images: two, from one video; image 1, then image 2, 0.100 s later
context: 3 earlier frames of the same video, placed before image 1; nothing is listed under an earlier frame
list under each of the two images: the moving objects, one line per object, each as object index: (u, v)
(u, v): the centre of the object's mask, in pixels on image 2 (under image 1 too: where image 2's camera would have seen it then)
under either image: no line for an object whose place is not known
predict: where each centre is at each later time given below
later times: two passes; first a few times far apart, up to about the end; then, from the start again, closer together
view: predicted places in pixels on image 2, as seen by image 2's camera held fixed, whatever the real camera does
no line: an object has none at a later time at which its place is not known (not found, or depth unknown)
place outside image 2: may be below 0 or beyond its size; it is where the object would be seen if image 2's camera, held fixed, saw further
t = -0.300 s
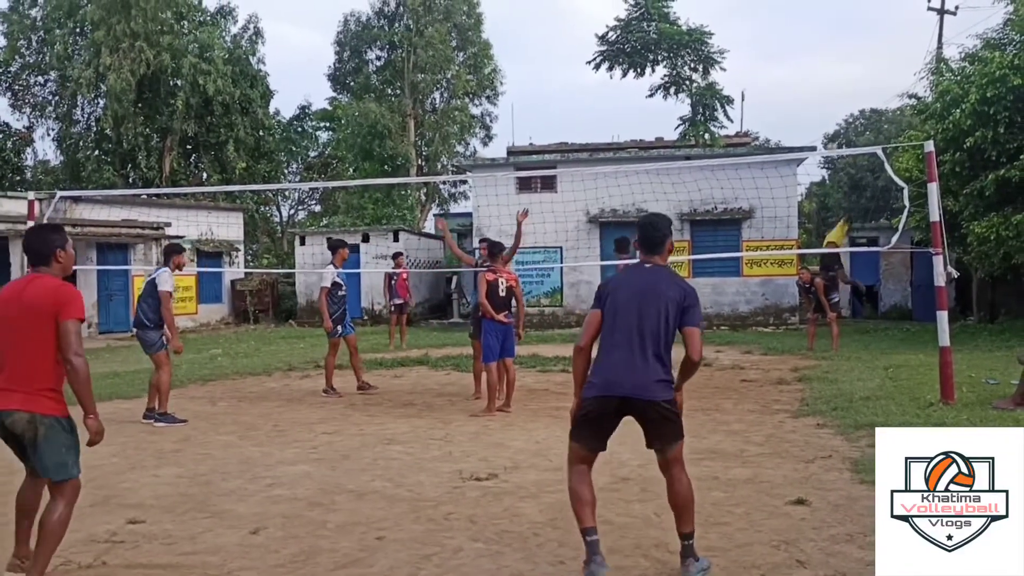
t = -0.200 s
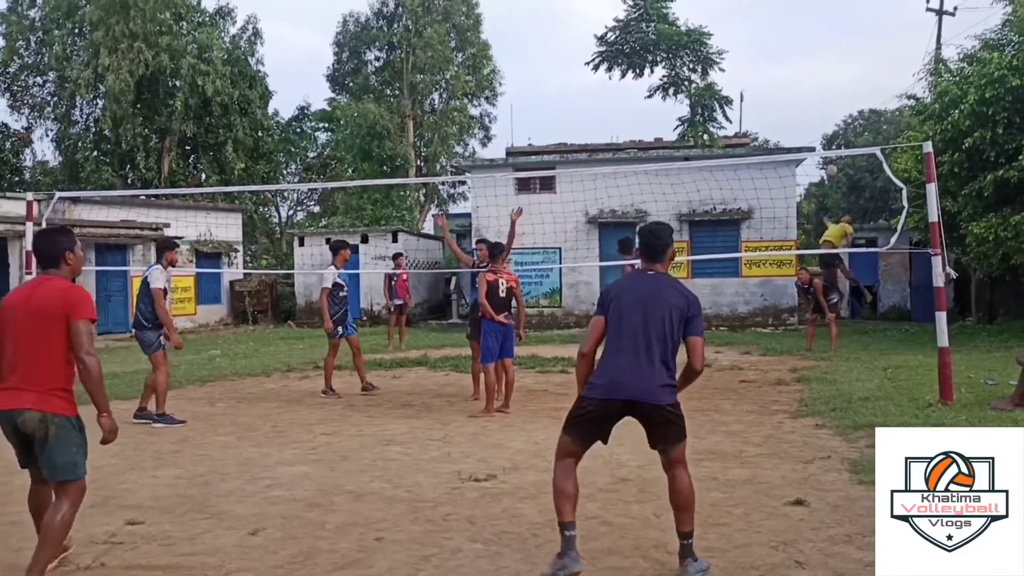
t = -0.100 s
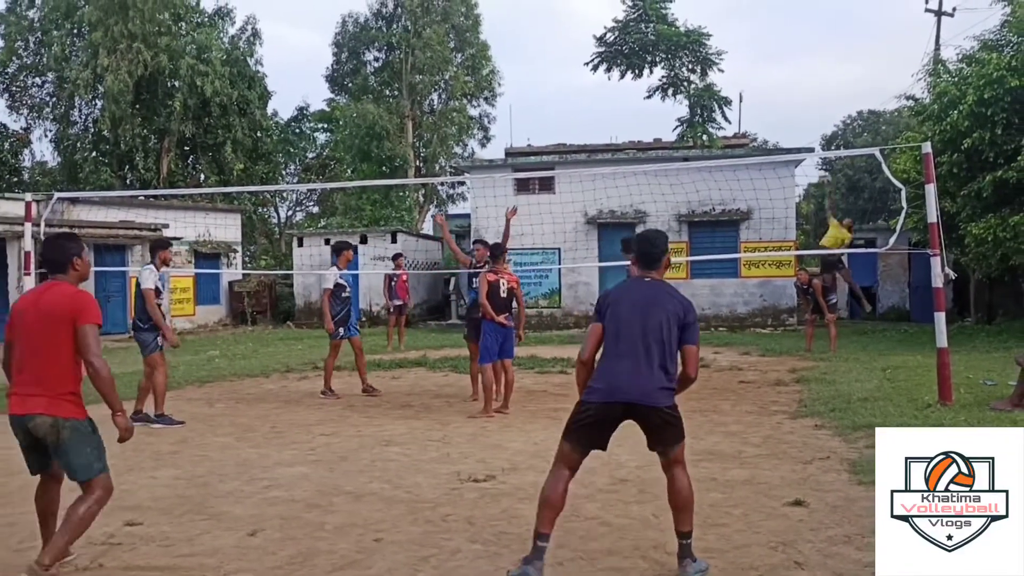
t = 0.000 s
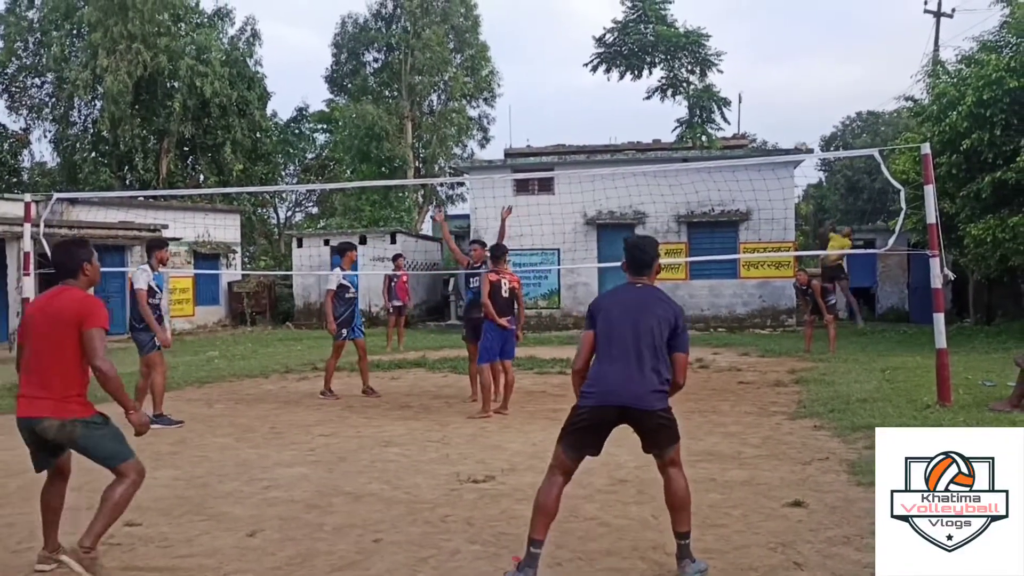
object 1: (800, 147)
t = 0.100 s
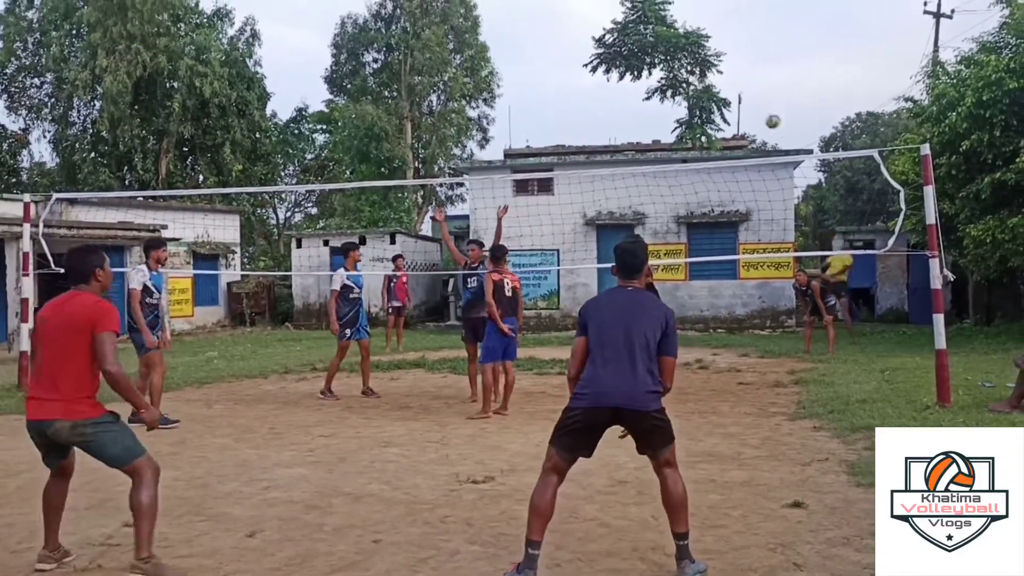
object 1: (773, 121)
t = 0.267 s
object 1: (713, 91)
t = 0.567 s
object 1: (541, 125)
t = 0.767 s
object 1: (311, 299)
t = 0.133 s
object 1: (762, 114)
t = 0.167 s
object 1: (751, 107)
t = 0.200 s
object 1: (739, 101)
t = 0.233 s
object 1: (728, 95)
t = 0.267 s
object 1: (713, 91)
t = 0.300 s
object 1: (699, 88)
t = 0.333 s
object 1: (686, 86)
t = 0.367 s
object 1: (673, 85)
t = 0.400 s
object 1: (652, 88)
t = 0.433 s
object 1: (633, 90)
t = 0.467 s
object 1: (612, 95)
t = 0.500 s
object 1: (590, 102)
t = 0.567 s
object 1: (541, 125)
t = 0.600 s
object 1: (513, 140)
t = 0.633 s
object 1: (479, 162)
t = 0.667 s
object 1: (444, 187)
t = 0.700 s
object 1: (407, 216)
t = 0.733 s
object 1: (362, 251)
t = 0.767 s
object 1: (311, 299)
